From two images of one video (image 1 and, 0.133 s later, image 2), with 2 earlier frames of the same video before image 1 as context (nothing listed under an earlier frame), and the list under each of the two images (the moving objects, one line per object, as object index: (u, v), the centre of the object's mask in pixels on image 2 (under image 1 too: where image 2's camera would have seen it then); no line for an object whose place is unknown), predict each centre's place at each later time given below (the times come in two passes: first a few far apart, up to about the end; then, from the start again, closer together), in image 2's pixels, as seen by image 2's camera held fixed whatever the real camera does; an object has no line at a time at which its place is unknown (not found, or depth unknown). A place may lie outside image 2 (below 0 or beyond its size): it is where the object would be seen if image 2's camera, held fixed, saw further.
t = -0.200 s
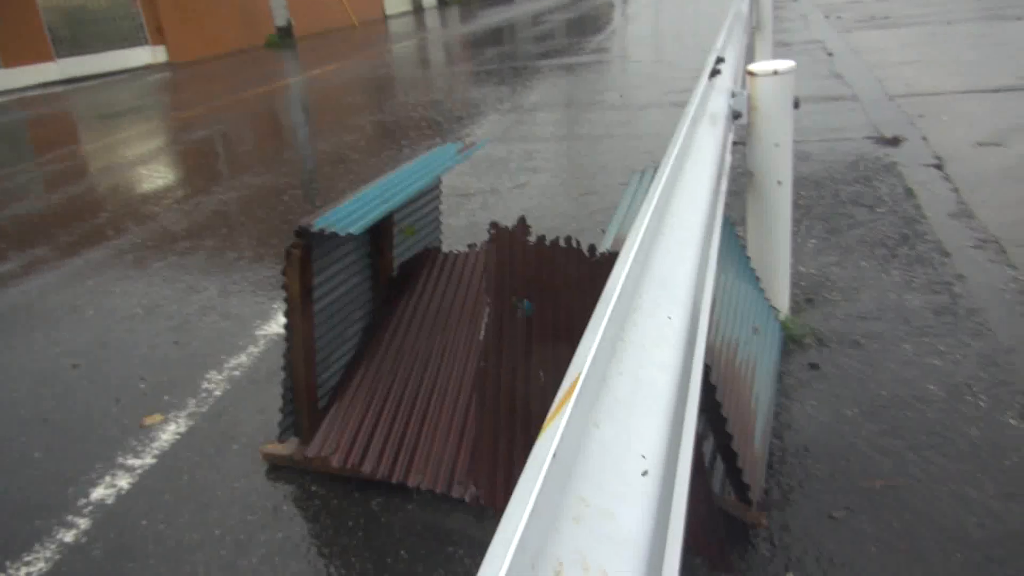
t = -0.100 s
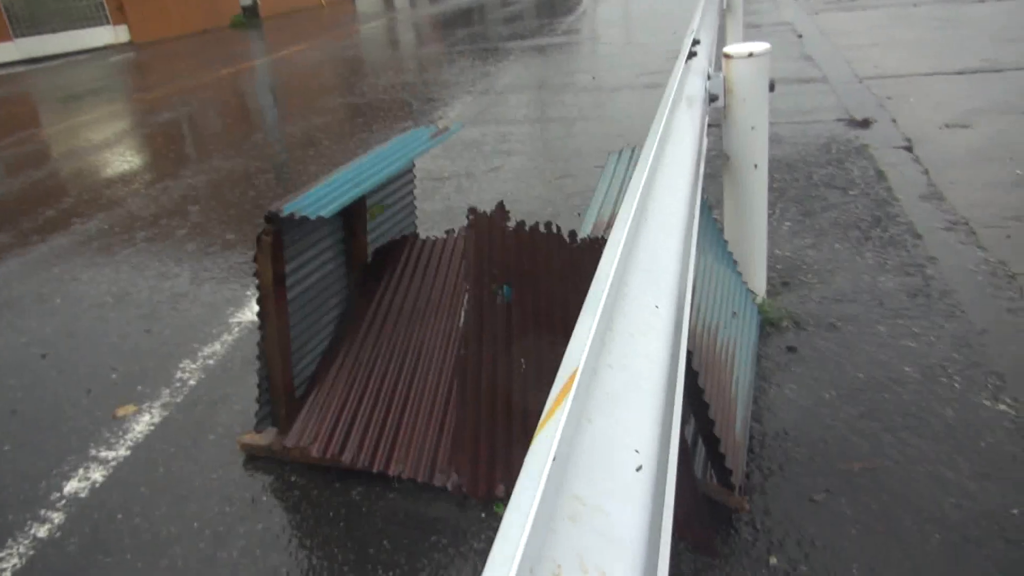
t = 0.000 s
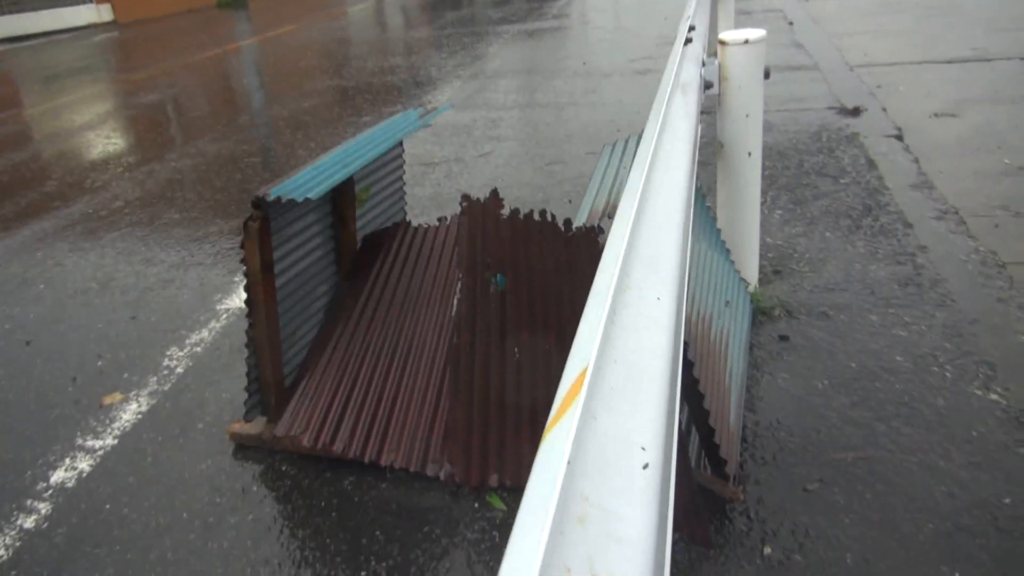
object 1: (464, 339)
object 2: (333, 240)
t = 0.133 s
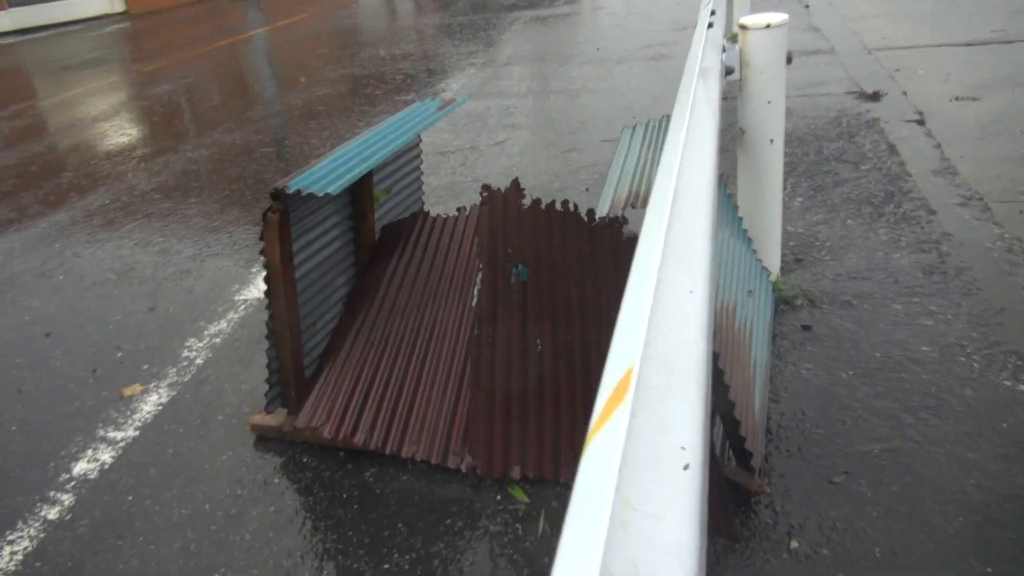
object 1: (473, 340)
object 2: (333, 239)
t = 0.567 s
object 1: (477, 342)
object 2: (334, 240)
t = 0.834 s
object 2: (328, 238)
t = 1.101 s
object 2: (313, 240)
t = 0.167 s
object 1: (474, 340)
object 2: (334, 239)
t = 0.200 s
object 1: (476, 341)
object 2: (334, 239)
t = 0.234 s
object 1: (478, 341)
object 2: (335, 239)
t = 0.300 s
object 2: (335, 238)
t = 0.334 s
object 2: (334, 239)
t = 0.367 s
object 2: (334, 240)
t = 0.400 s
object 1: (482, 344)
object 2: (334, 240)
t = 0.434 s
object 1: (481, 344)
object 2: (334, 240)
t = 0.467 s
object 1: (480, 343)
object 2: (334, 241)
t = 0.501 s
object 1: (479, 343)
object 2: (334, 240)
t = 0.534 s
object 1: (478, 342)
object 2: (334, 240)
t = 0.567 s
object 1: (477, 342)
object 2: (334, 240)
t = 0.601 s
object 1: (475, 341)
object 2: (334, 241)
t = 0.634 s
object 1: (474, 340)
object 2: (334, 240)
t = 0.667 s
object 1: (473, 340)
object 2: (334, 240)
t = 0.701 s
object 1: (471, 339)
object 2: (333, 240)
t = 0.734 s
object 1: (469, 338)
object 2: (332, 240)
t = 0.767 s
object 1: (468, 337)
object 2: (332, 239)
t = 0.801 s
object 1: (466, 336)
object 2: (330, 239)
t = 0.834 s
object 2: (328, 238)
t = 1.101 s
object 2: (313, 240)
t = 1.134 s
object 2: (311, 240)
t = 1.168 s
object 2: (309, 239)
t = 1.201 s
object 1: (445, 314)
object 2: (305, 240)
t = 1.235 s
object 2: (302, 241)
